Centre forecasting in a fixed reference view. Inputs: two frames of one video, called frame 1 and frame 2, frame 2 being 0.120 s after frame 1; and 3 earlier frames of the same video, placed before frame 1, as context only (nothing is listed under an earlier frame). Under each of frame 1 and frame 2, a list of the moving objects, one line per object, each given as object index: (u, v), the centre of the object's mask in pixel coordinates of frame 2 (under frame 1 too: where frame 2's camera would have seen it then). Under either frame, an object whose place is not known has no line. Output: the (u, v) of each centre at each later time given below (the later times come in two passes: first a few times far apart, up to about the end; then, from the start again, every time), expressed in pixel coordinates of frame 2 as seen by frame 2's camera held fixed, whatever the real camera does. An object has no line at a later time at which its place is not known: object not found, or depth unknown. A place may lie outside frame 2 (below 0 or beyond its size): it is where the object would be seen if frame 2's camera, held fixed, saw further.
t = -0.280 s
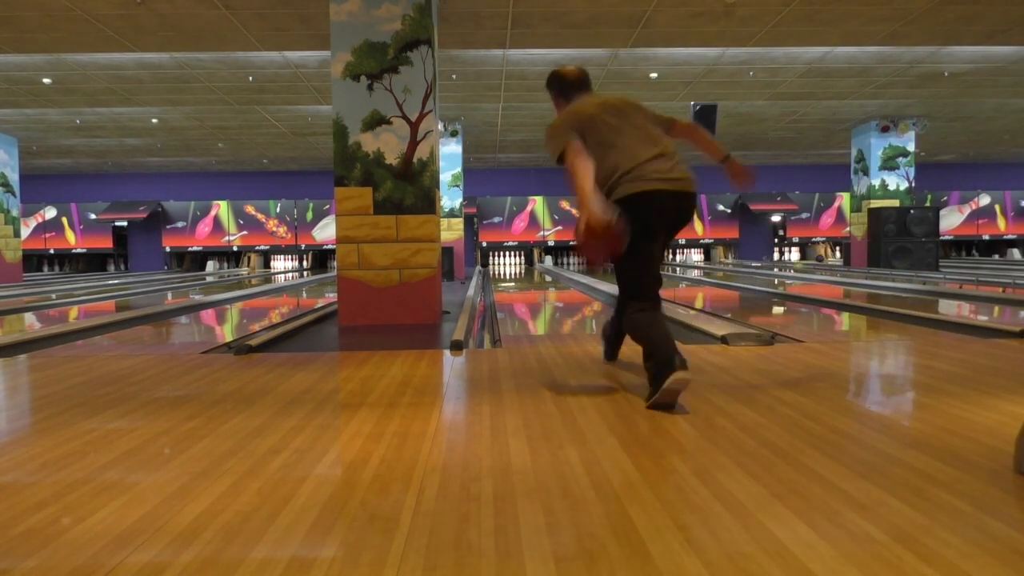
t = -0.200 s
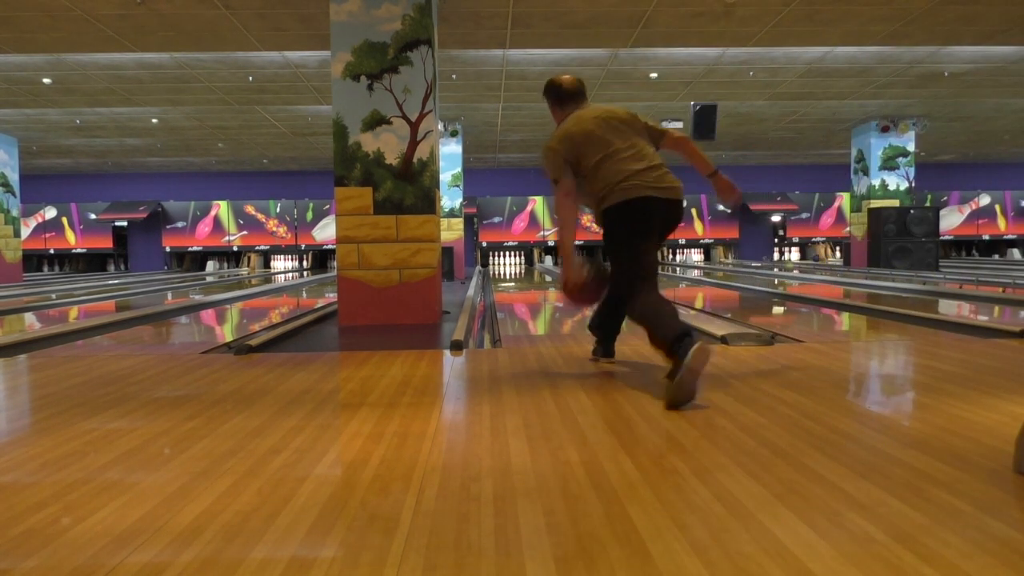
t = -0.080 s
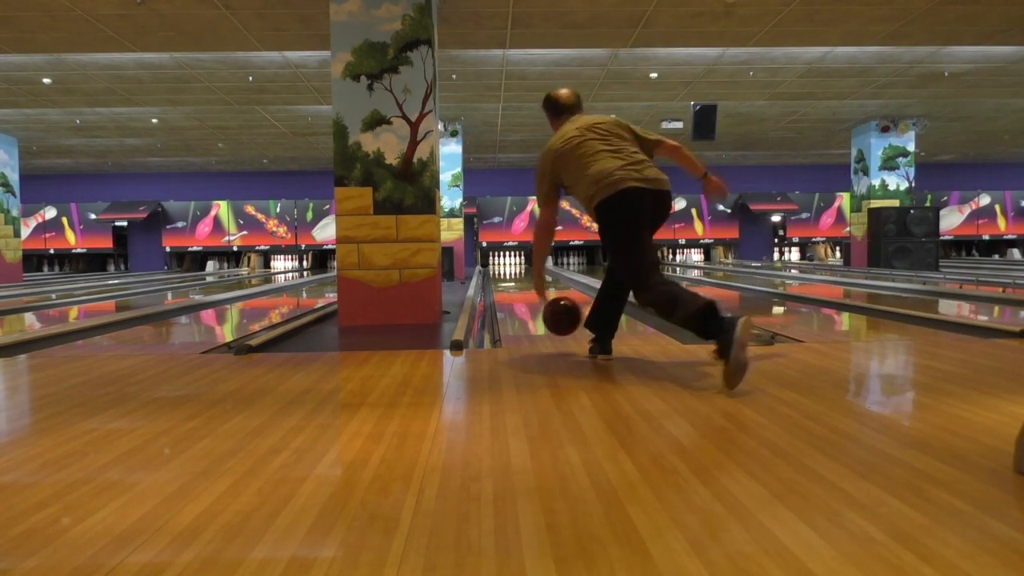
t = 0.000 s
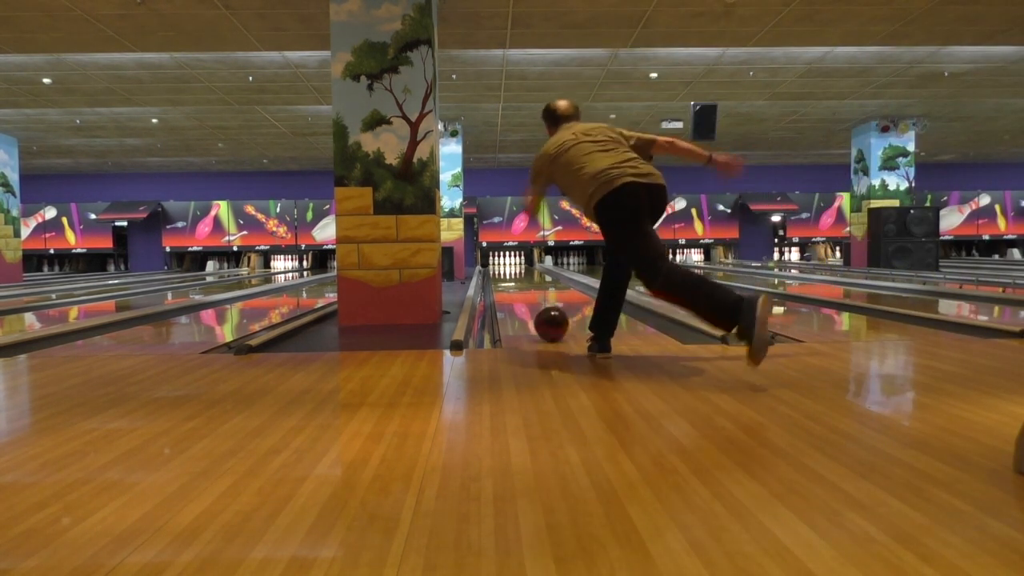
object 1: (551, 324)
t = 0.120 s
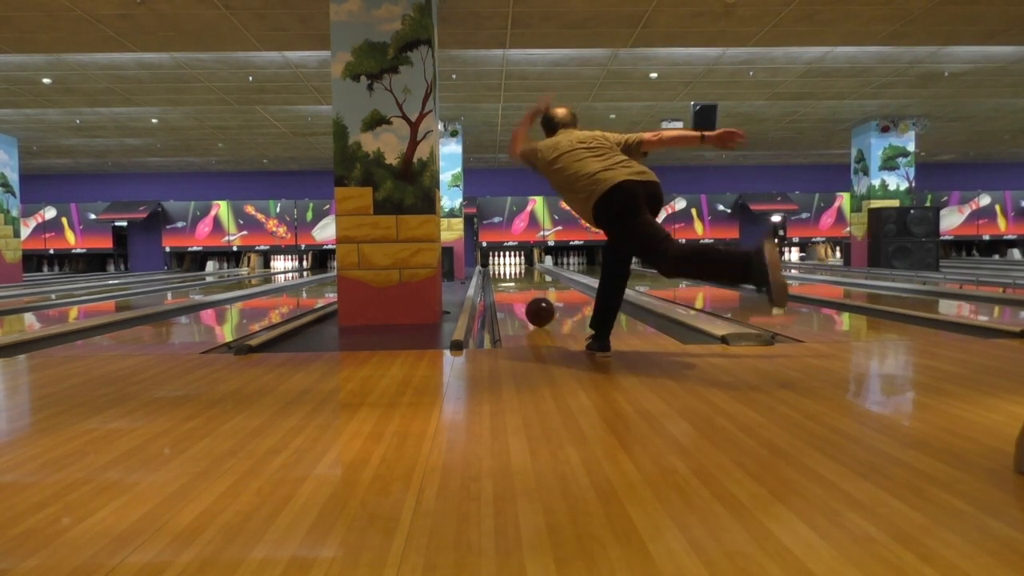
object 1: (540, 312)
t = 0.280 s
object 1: (529, 301)
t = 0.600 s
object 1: (516, 287)
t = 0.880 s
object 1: (510, 280)
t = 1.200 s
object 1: (506, 274)
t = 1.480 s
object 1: (504, 270)
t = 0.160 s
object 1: (536, 309)
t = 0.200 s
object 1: (534, 306)
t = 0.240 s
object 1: (531, 303)
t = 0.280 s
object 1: (529, 301)
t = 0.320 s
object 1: (527, 298)
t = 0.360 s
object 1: (525, 296)
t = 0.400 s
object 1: (523, 295)
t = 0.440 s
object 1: (522, 292)
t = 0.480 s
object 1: (520, 291)
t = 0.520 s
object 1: (519, 290)
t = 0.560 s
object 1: (517, 289)
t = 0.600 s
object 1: (516, 287)
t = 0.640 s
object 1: (515, 286)
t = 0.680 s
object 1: (514, 285)
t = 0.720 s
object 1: (513, 284)
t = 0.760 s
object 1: (513, 282)
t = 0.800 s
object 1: (512, 282)
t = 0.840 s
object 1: (511, 281)
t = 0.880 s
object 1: (510, 280)
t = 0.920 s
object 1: (510, 279)
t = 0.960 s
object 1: (509, 278)
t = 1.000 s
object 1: (509, 277)
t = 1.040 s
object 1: (508, 276)
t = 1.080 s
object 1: (507, 276)
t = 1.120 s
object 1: (507, 275)
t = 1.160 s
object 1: (506, 275)
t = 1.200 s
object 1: (506, 274)
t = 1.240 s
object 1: (505, 273)
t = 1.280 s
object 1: (505, 273)
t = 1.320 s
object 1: (505, 272)
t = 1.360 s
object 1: (505, 272)
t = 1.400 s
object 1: (504, 271)
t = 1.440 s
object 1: (504, 271)
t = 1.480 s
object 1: (504, 270)
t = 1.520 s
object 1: (504, 270)
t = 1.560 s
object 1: (504, 270)
